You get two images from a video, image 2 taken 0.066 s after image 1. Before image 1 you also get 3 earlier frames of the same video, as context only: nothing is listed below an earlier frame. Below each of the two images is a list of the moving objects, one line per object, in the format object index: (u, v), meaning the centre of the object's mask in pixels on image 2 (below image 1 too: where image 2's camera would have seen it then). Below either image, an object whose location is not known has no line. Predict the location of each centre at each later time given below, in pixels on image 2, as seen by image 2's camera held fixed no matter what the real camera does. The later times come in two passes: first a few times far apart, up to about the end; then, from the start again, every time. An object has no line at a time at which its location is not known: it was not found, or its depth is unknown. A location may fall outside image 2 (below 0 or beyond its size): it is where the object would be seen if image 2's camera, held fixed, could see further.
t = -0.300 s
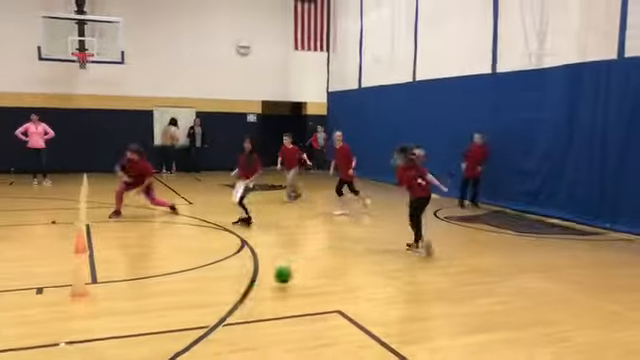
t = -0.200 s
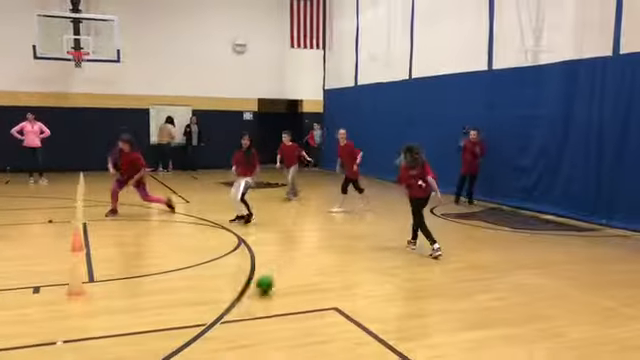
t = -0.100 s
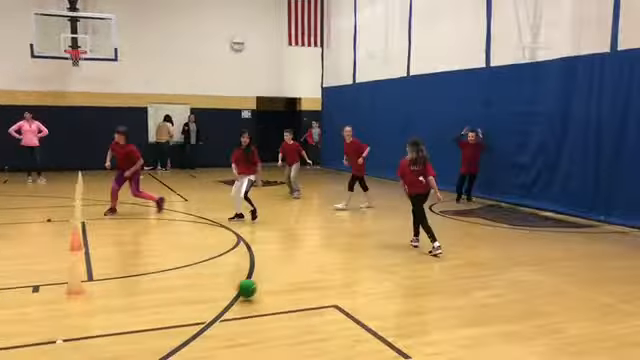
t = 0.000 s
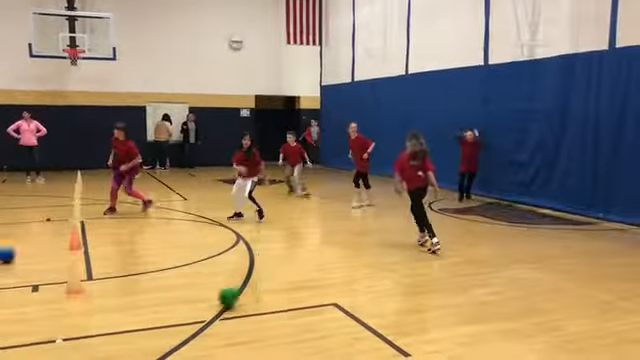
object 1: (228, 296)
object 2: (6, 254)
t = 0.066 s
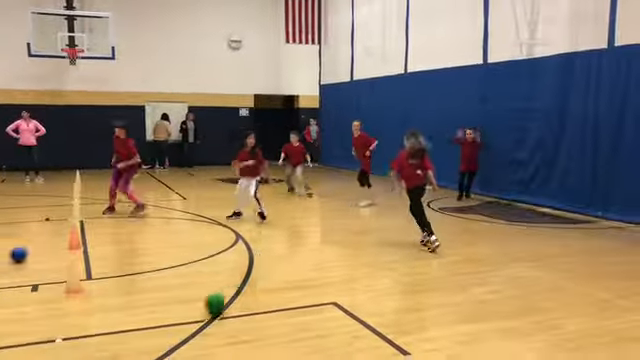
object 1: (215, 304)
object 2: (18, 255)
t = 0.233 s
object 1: (180, 319)
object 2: (49, 254)
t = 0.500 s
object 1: (110, 352)
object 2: (96, 254)
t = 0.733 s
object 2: (136, 253)
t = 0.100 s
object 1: (209, 307)
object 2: (25, 254)
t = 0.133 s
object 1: (202, 309)
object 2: (31, 254)
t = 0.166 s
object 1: (195, 313)
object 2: (37, 254)
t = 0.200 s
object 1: (187, 315)
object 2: (43, 254)
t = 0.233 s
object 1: (180, 319)
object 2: (49, 254)
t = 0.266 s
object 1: (172, 323)
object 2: (55, 254)
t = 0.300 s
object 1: (163, 327)
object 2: (62, 254)
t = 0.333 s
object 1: (155, 331)
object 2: (67, 254)
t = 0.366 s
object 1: (147, 334)
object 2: (73, 253)
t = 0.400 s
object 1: (138, 338)
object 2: (79, 253)
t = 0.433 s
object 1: (129, 343)
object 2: (85, 253)
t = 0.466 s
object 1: (120, 347)
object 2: (91, 253)
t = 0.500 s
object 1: (110, 352)
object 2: (96, 254)
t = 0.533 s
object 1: (100, 355)
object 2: (102, 254)
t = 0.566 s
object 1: (90, 358)
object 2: (108, 254)
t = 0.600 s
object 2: (113, 253)
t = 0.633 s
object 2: (119, 253)
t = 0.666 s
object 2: (125, 253)
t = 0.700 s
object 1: (64, 358)
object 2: (131, 253)
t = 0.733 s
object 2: (136, 253)
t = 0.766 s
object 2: (142, 253)
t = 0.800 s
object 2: (147, 253)
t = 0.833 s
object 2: (153, 253)
